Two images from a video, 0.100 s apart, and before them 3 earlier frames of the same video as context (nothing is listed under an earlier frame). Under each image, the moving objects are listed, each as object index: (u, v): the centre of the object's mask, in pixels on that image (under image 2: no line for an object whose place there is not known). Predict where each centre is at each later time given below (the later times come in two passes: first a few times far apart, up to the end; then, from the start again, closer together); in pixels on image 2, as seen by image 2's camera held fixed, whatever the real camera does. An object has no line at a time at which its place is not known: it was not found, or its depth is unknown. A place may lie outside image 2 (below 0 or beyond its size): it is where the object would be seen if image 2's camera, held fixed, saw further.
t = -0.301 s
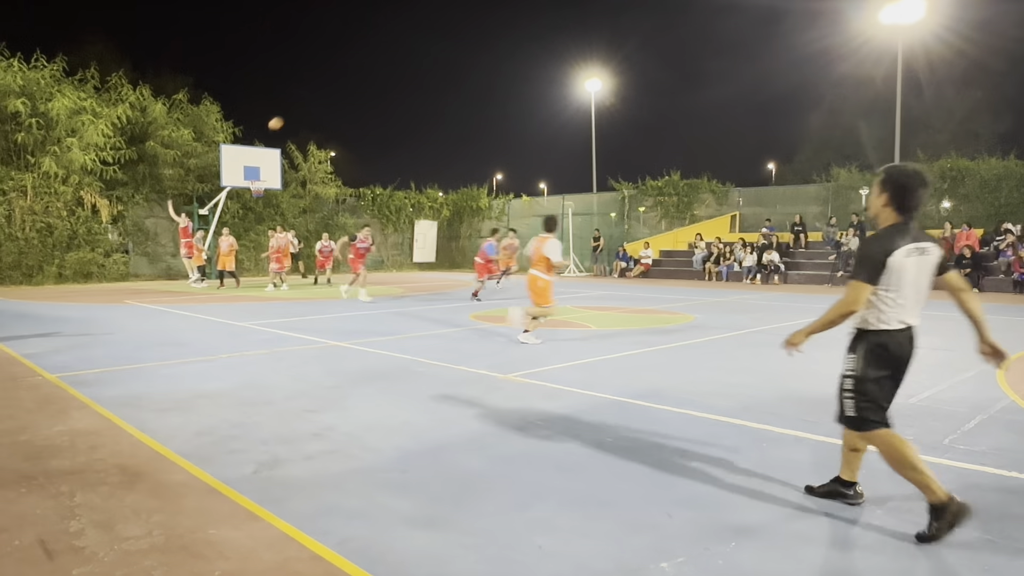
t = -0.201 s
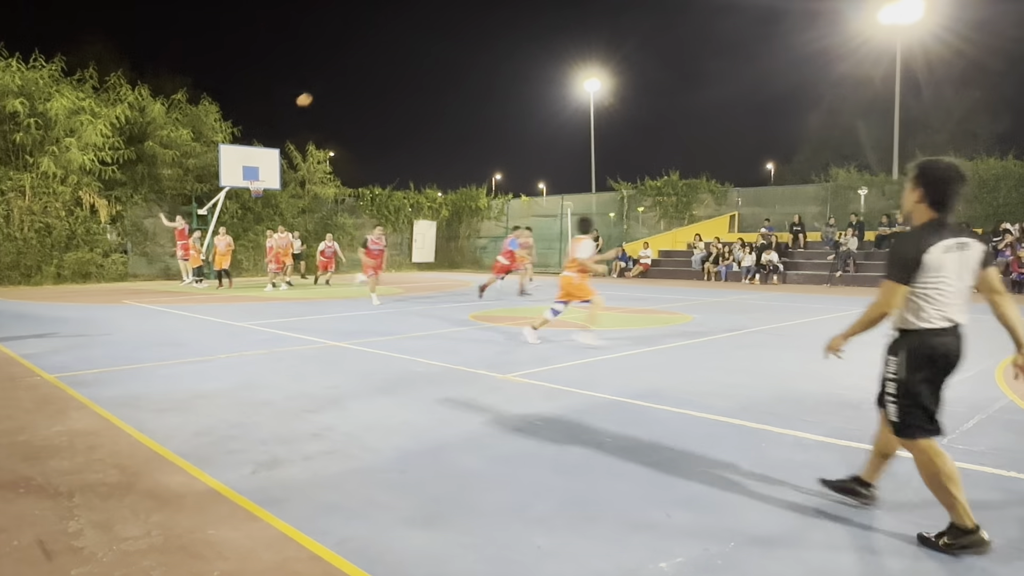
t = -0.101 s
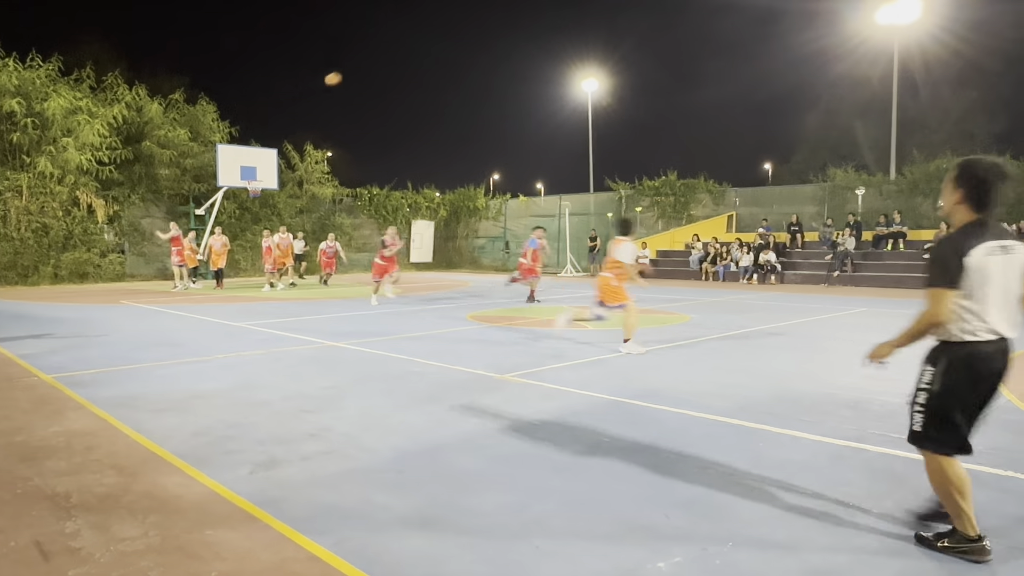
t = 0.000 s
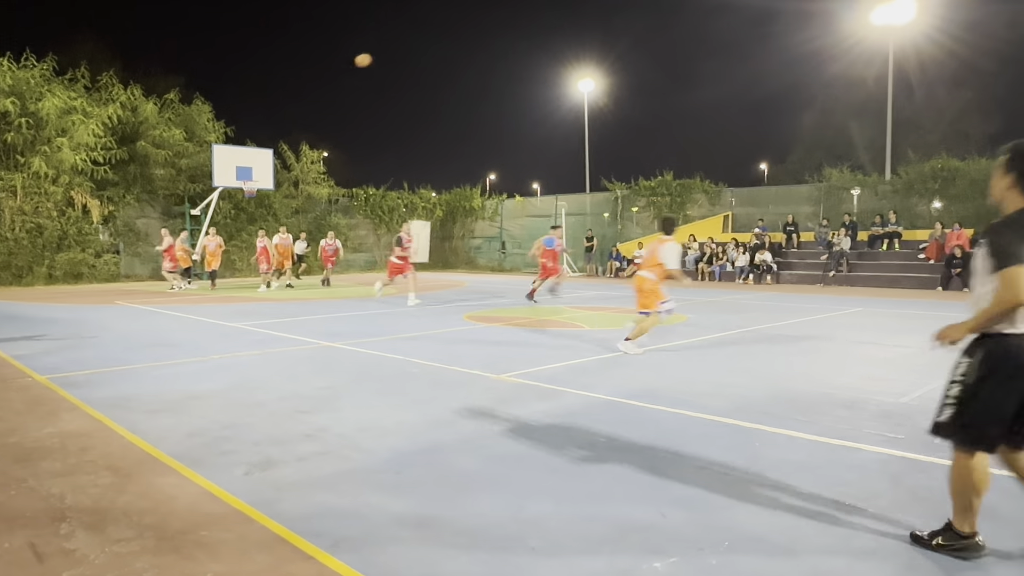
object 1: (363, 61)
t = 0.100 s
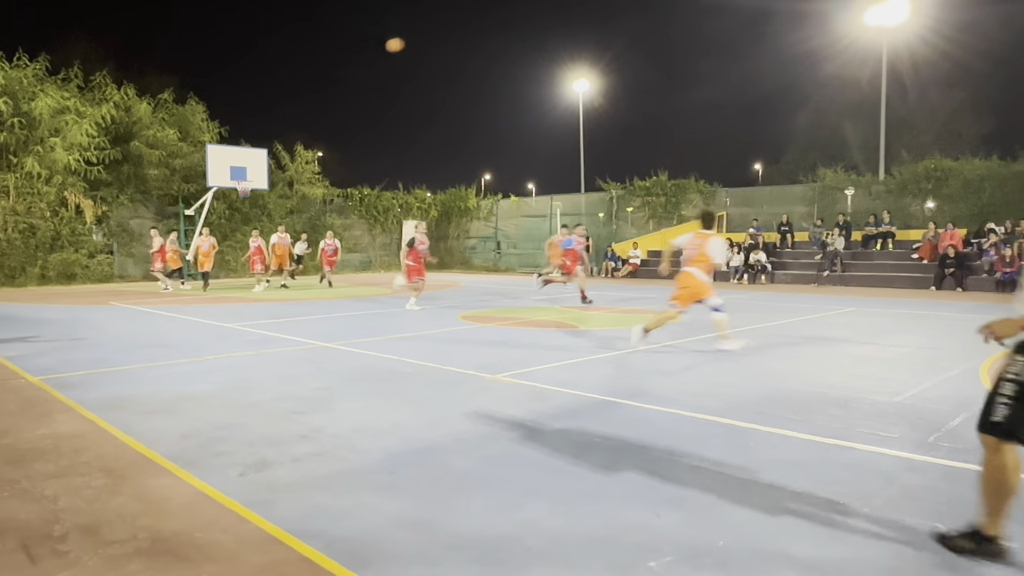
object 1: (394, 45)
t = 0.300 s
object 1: (480, 26)
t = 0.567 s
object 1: (627, 33)
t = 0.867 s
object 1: (862, 112)
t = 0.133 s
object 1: (408, 41)
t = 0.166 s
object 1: (422, 36)
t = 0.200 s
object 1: (435, 33)
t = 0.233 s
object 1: (449, 30)
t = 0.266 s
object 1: (465, 28)
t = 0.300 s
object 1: (480, 26)
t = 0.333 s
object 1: (496, 24)
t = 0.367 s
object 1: (513, 24)
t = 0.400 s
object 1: (530, 24)
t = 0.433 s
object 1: (548, 24)
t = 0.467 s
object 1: (567, 25)
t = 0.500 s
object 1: (586, 27)
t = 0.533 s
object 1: (607, 30)
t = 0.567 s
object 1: (627, 33)
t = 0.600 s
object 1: (649, 37)
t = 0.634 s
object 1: (672, 43)
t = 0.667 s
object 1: (696, 49)
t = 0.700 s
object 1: (720, 56)
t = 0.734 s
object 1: (746, 65)
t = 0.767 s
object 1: (774, 75)
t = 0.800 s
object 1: (803, 86)
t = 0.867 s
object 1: (862, 112)
